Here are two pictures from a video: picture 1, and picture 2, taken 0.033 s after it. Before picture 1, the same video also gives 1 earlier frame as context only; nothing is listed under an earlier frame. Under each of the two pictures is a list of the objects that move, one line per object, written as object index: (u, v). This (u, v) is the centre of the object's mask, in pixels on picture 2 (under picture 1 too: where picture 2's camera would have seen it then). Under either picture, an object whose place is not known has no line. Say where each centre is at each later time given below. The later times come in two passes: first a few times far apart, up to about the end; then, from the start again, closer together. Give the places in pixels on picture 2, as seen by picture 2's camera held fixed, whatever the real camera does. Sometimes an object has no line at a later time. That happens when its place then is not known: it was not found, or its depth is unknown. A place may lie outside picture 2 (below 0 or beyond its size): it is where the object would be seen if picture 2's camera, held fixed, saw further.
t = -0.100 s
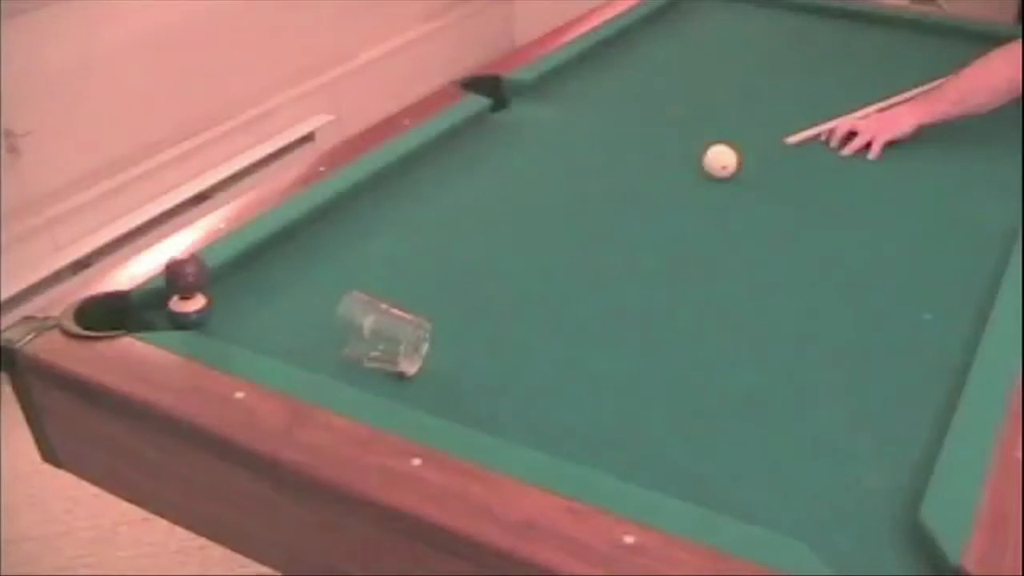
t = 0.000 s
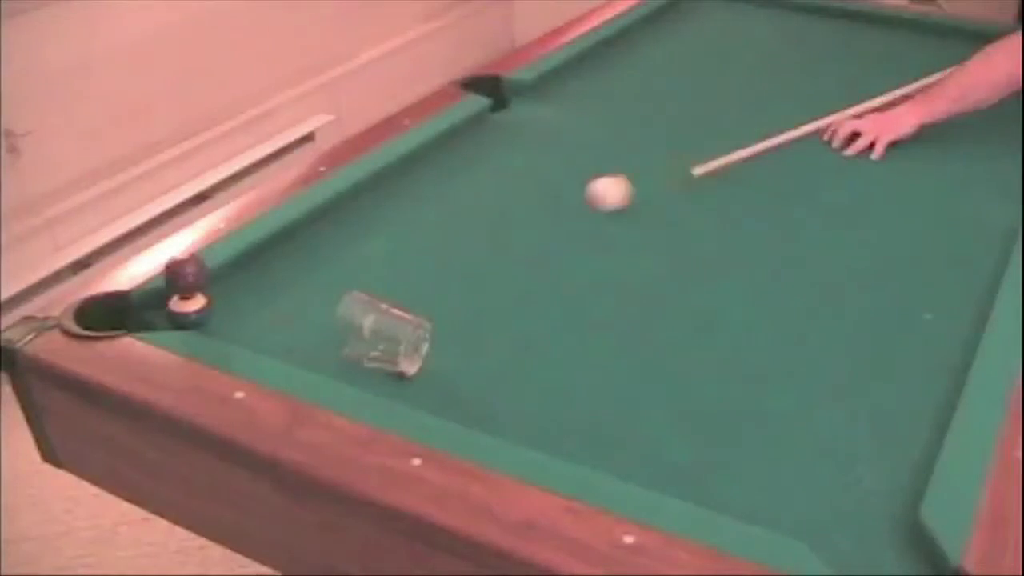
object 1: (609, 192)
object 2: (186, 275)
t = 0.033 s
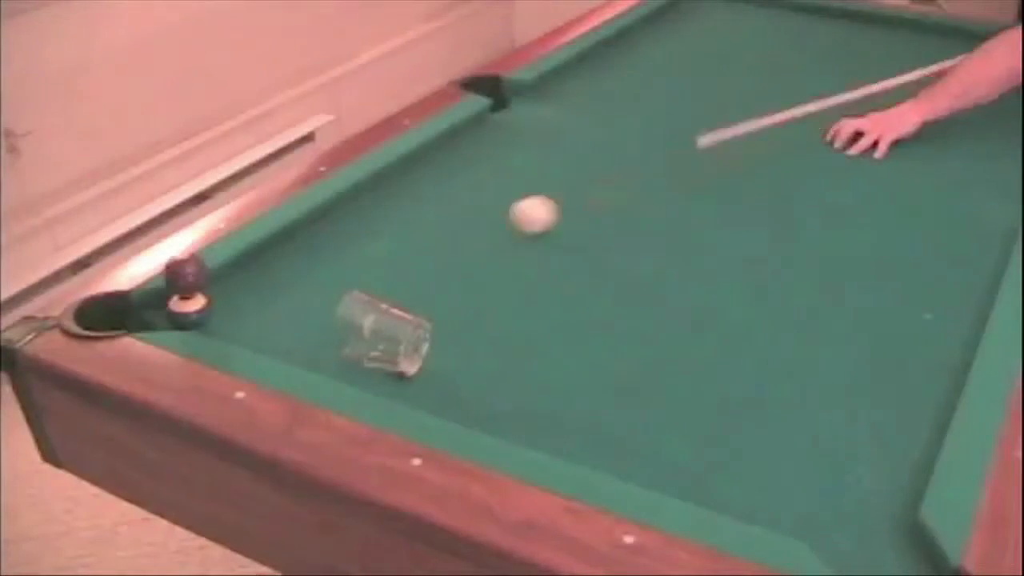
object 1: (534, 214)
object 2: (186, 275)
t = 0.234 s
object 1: (236, 329)
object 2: (190, 288)
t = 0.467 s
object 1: (337, 334)
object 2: (182, 308)
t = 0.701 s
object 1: (386, 340)
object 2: (188, 308)
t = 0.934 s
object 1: (388, 340)
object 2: (186, 309)
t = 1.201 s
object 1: (388, 341)
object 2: (186, 310)
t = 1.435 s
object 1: (388, 341)
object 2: (188, 312)
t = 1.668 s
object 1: (387, 341)
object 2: (187, 312)
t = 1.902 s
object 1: (386, 341)
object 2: (187, 312)
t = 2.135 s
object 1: (383, 340)
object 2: (187, 311)
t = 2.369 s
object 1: (382, 340)
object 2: (185, 309)
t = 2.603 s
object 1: (376, 339)
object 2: (186, 311)
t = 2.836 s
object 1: (349, 335)
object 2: (186, 311)
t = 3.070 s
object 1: (302, 329)
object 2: (187, 311)
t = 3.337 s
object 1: (251, 321)
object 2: (186, 311)
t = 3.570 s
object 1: (223, 316)
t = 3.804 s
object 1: (217, 314)
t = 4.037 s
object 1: (215, 313)
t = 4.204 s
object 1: (216, 312)
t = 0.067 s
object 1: (453, 238)
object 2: (186, 275)
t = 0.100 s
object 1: (368, 262)
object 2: (186, 275)
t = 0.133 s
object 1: (276, 290)
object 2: (186, 275)
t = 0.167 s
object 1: (233, 309)
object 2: (186, 274)
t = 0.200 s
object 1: (234, 320)
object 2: (186, 279)
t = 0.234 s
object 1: (236, 329)
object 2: (190, 288)
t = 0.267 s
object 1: (247, 333)
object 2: (190, 305)
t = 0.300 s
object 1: (264, 334)
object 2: (187, 301)
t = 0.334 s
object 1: (280, 335)
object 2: (185, 301)
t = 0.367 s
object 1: (295, 335)
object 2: (184, 308)
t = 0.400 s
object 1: (310, 335)
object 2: (182, 307)
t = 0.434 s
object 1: (324, 336)
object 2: (182, 308)
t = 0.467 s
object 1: (337, 334)
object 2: (182, 308)
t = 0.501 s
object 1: (350, 331)
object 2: (183, 309)
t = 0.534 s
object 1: (357, 331)
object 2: (184, 309)
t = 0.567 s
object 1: (364, 333)
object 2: (185, 309)
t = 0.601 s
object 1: (370, 333)
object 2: (187, 308)
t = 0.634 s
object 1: (376, 335)
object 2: (188, 308)
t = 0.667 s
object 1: (382, 337)
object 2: (188, 308)
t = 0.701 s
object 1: (386, 340)
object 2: (188, 308)
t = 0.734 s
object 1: (388, 340)
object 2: (188, 309)
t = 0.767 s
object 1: (388, 341)
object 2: (187, 309)
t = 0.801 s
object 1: (387, 341)
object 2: (186, 309)
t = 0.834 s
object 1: (387, 342)
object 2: (185, 309)
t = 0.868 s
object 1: (388, 342)
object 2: (185, 309)
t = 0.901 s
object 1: (388, 341)
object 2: (185, 309)
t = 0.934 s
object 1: (388, 340)
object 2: (186, 309)
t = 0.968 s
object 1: (388, 341)
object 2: (186, 309)
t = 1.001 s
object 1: (388, 341)
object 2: (187, 309)
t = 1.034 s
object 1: (388, 341)
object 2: (187, 309)
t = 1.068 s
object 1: (388, 341)
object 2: (188, 312)
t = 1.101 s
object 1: (388, 341)
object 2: (186, 309)
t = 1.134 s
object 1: (388, 341)
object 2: (186, 310)
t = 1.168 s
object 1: (388, 341)
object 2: (187, 312)
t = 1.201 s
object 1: (388, 341)
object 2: (186, 310)
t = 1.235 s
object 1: (388, 341)
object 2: (186, 309)
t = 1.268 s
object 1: (388, 341)
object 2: (186, 309)
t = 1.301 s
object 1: (388, 341)
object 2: (188, 312)
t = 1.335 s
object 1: (388, 341)
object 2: (188, 312)
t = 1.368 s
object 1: (387, 341)
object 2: (186, 310)
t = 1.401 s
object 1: (388, 341)
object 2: (188, 312)
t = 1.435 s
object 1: (388, 341)
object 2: (188, 312)
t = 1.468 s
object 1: (387, 342)
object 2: (186, 309)
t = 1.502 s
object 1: (387, 341)
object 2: (186, 309)
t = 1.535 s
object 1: (387, 341)
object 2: (186, 309)
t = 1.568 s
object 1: (387, 341)
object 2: (188, 312)
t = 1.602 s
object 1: (387, 341)
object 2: (186, 309)
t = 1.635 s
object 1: (387, 341)
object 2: (187, 312)
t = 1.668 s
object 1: (387, 341)
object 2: (187, 312)
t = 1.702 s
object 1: (387, 341)
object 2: (186, 309)
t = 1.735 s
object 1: (387, 341)
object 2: (187, 312)
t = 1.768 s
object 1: (387, 341)
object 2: (186, 309)
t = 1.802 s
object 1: (387, 341)
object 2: (187, 312)
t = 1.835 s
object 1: (386, 341)
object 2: (186, 309)
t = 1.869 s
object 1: (386, 341)
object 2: (187, 312)
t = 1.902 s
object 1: (386, 341)
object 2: (187, 312)
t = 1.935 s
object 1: (386, 341)
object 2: (185, 309)
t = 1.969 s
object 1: (386, 341)
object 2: (187, 312)
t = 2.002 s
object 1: (385, 341)
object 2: (185, 309)
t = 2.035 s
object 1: (385, 341)
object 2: (186, 309)
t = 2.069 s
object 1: (384, 340)
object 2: (185, 309)
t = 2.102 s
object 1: (384, 340)
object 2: (186, 309)
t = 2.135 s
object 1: (383, 340)
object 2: (187, 311)
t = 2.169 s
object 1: (384, 340)
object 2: (187, 311)
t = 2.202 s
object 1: (383, 340)
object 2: (187, 311)
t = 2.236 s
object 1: (382, 340)
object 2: (187, 311)
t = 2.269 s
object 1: (382, 340)
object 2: (186, 309)
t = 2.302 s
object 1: (382, 340)
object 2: (187, 311)
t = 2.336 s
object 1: (382, 340)
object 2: (185, 309)
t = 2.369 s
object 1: (382, 340)
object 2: (185, 309)
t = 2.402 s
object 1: (381, 340)
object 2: (185, 309)
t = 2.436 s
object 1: (380, 340)
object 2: (185, 309)
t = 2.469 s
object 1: (380, 339)
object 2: (186, 311)
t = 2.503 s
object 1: (379, 340)
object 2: (185, 309)
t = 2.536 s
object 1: (379, 339)
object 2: (186, 311)
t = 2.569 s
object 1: (377, 339)
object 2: (186, 311)
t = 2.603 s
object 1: (376, 339)
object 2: (186, 311)
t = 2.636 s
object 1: (374, 338)
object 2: (186, 311)
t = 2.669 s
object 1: (371, 338)
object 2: (185, 309)
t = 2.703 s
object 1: (368, 337)
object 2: (186, 311)
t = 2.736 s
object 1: (364, 337)
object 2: (185, 309)
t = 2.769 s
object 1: (360, 337)
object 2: (186, 311)
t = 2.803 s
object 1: (354, 335)
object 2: (185, 309)
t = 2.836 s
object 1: (349, 335)
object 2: (186, 311)
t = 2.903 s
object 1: (337, 334)
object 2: (185, 309)
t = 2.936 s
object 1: (330, 333)
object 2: (186, 311)
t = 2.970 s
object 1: (322, 332)
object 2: (185, 309)
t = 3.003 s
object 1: (316, 331)
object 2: (186, 311)
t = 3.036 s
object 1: (309, 330)
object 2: (185, 309)
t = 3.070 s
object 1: (302, 329)
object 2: (187, 311)
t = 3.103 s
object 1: (296, 328)
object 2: (186, 311)
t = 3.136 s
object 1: (289, 327)
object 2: (185, 309)
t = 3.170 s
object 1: (283, 326)
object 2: (186, 311)
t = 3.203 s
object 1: (276, 325)
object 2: (185, 309)
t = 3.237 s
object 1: (270, 324)
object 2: (186, 311)
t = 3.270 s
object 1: (264, 323)
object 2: (185, 309)
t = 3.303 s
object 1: (257, 322)
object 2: (186, 311)
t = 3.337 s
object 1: (251, 321)
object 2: (186, 311)
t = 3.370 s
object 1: (245, 320)
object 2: (185, 309)
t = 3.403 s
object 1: (239, 319)
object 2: (186, 311)
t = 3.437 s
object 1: (233, 318)
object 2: (184, 309)
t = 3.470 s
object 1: (227, 317)
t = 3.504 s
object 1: (226, 317)
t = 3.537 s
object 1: (224, 316)
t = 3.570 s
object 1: (223, 316)
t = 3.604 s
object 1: (222, 316)
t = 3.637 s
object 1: (221, 316)
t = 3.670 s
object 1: (220, 315)
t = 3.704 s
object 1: (219, 315)
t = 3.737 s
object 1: (218, 315)
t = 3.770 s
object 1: (217, 314)
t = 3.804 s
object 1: (217, 314)
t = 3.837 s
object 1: (216, 314)
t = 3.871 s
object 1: (216, 313)
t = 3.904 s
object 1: (215, 313)
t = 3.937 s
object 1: (215, 313)
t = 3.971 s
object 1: (215, 313)
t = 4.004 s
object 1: (215, 313)
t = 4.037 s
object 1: (215, 313)
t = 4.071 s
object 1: (215, 312)
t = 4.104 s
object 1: (216, 312)
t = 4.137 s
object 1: (216, 312)
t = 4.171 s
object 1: (216, 312)
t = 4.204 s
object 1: (216, 312)
